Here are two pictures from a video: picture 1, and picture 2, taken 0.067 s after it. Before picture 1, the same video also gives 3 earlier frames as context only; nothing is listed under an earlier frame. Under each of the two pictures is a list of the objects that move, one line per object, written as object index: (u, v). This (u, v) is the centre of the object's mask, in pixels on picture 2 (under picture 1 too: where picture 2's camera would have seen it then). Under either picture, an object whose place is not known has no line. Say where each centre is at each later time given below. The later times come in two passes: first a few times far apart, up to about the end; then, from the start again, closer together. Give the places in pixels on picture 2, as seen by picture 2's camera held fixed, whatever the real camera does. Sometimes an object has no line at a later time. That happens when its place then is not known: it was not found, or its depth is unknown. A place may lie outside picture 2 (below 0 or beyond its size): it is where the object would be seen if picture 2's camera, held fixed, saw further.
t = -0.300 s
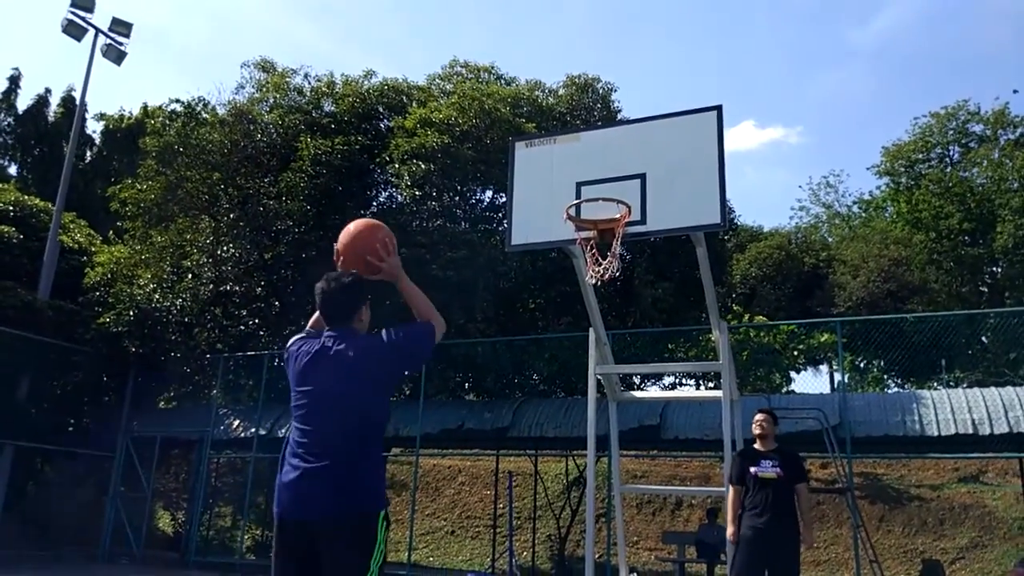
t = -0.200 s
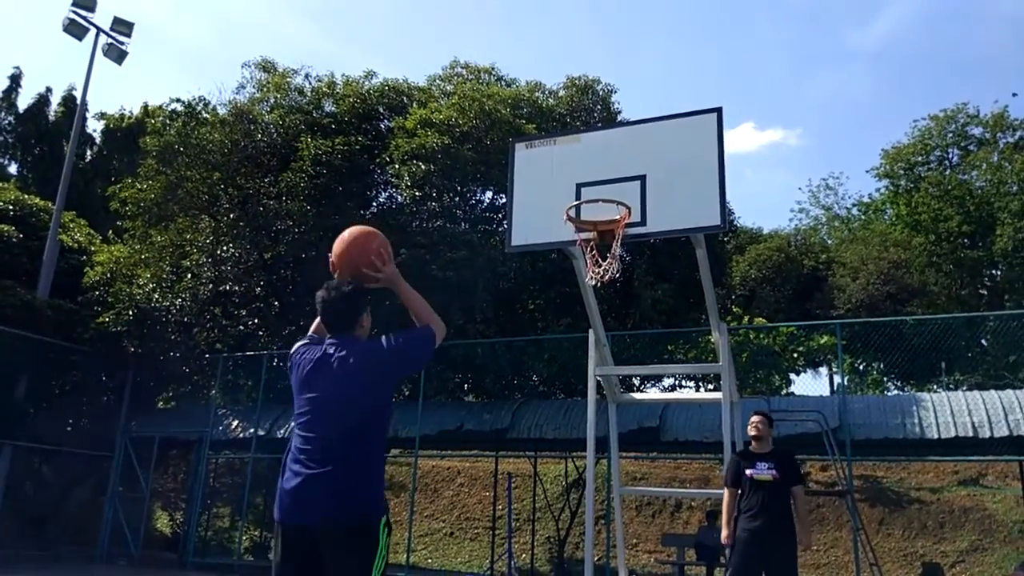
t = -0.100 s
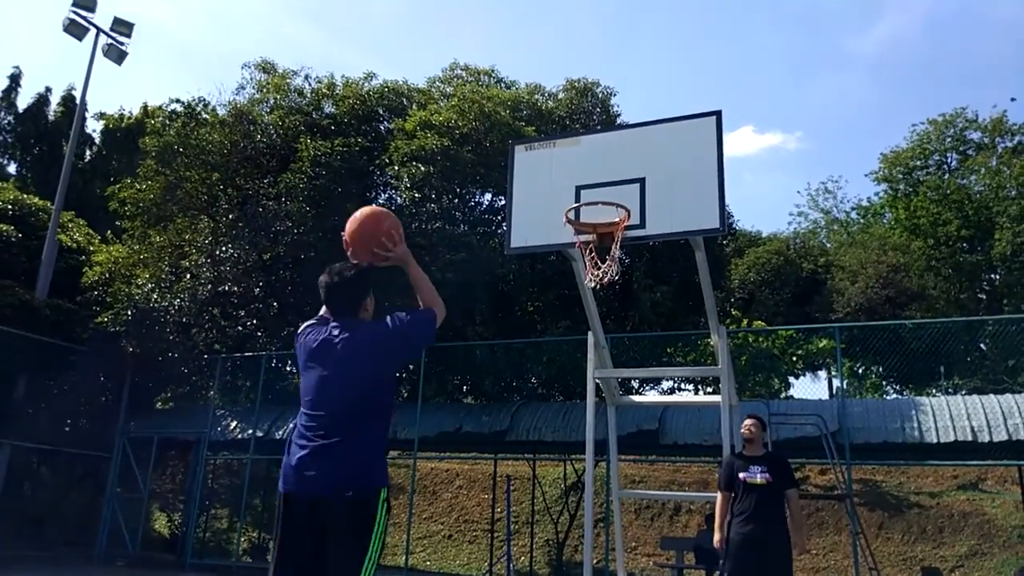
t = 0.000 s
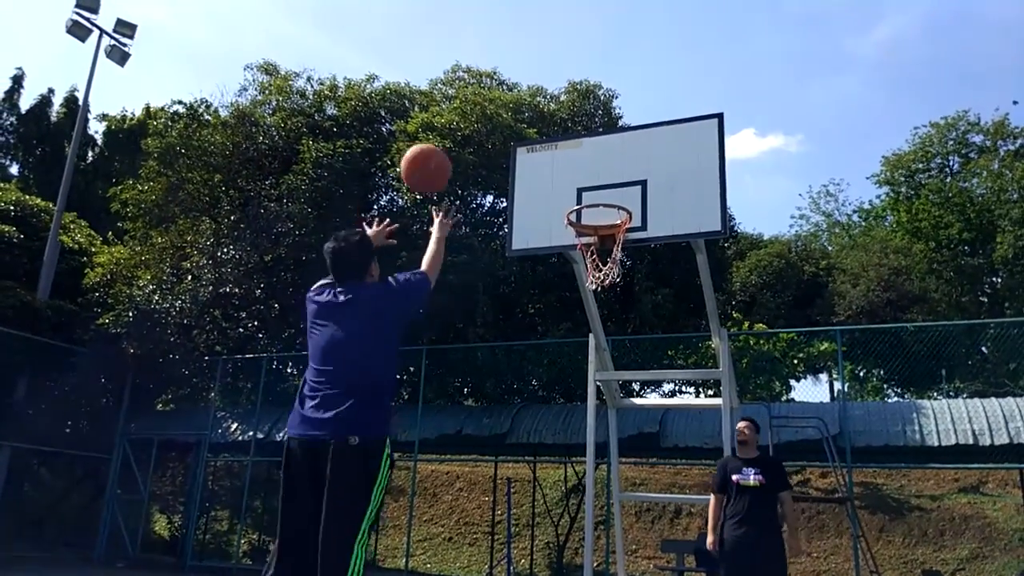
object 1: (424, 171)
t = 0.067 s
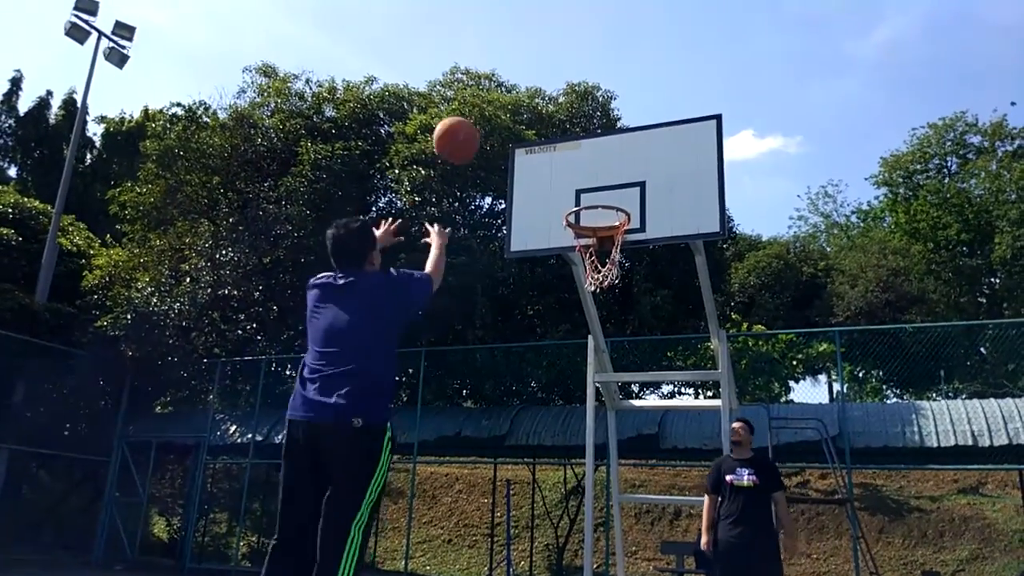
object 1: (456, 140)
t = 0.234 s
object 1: (517, 109)
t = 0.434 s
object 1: (567, 125)
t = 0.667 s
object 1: (605, 191)
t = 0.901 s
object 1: (584, 169)
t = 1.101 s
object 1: (571, 146)
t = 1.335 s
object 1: (553, 182)
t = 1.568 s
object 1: (528, 307)
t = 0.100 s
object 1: (470, 130)
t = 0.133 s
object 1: (483, 121)
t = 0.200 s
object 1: (507, 111)
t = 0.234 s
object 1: (517, 109)
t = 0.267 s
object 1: (527, 108)
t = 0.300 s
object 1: (536, 109)
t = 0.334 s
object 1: (544, 112)
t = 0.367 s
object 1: (552, 115)
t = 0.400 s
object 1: (560, 120)
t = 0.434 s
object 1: (567, 125)
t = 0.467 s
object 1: (573, 132)
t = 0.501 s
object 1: (580, 140)
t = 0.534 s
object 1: (586, 149)
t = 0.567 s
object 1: (592, 160)
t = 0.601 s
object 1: (597, 170)
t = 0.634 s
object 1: (603, 182)
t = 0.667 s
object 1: (605, 191)
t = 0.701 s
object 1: (601, 191)
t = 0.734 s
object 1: (597, 192)
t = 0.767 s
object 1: (593, 193)
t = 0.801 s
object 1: (590, 196)
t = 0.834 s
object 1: (587, 186)
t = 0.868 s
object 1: (586, 177)
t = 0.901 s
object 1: (584, 169)
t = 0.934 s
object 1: (582, 162)
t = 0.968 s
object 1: (580, 156)
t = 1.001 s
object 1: (578, 152)
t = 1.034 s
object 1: (576, 148)
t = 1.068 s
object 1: (573, 146)
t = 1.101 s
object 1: (571, 146)
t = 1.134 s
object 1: (569, 146)
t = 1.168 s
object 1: (567, 148)
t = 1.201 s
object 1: (564, 152)
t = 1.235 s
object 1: (562, 157)
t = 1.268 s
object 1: (559, 164)
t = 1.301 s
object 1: (556, 172)
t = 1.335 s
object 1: (553, 182)
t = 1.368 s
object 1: (550, 194)
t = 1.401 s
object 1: (547, 207)
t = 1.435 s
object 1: (544, 223)
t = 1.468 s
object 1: (540, 242)
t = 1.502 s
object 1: (536, 261)
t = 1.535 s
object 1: (533, 283)
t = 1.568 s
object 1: (528, 307)
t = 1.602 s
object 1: (524, 335)
